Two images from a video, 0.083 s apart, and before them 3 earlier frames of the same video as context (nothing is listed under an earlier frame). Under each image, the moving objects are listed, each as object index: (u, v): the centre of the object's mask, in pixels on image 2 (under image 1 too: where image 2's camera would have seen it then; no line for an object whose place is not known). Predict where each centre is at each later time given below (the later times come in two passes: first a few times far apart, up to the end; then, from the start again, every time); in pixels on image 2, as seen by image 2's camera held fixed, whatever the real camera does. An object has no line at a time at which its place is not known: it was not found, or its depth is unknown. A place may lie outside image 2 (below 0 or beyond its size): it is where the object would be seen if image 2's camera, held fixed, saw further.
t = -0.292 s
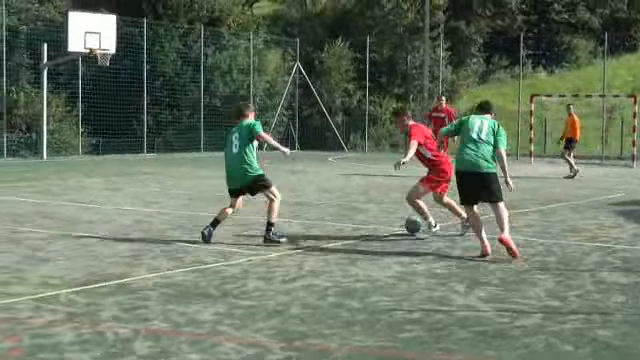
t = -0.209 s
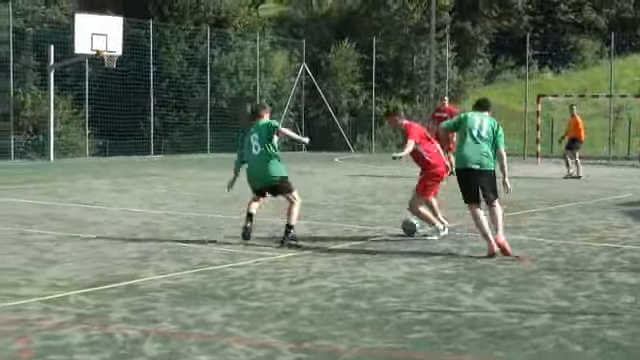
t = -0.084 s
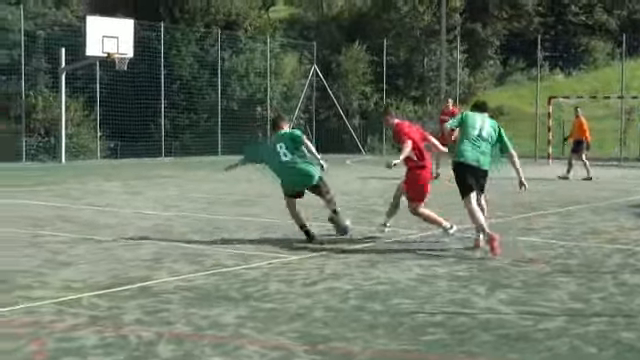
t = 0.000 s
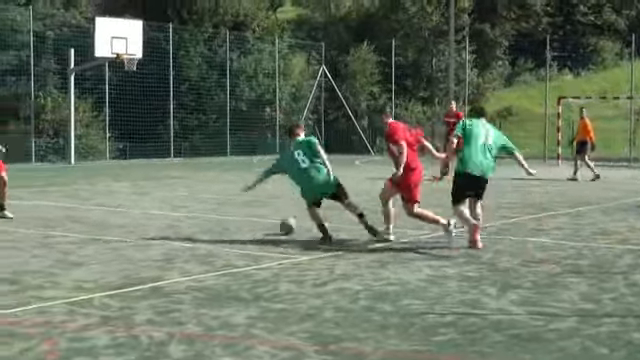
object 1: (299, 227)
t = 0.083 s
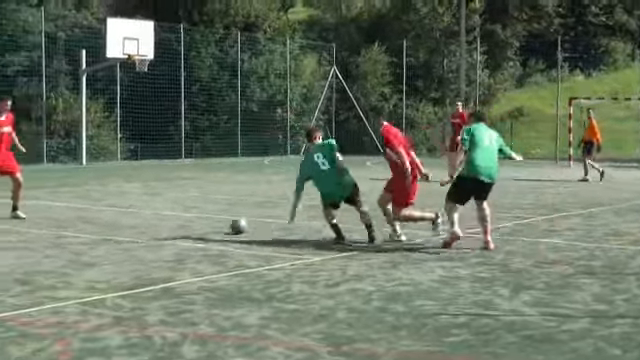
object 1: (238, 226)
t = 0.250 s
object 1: (132, 223)
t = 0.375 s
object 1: (62, 221)
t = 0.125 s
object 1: (211, 224)
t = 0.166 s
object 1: (185, 224)
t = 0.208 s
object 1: (158, 223)
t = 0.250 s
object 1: (132, 223)
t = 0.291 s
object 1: (107, 222)
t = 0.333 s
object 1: (85, 221)
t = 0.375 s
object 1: (62, 221)
